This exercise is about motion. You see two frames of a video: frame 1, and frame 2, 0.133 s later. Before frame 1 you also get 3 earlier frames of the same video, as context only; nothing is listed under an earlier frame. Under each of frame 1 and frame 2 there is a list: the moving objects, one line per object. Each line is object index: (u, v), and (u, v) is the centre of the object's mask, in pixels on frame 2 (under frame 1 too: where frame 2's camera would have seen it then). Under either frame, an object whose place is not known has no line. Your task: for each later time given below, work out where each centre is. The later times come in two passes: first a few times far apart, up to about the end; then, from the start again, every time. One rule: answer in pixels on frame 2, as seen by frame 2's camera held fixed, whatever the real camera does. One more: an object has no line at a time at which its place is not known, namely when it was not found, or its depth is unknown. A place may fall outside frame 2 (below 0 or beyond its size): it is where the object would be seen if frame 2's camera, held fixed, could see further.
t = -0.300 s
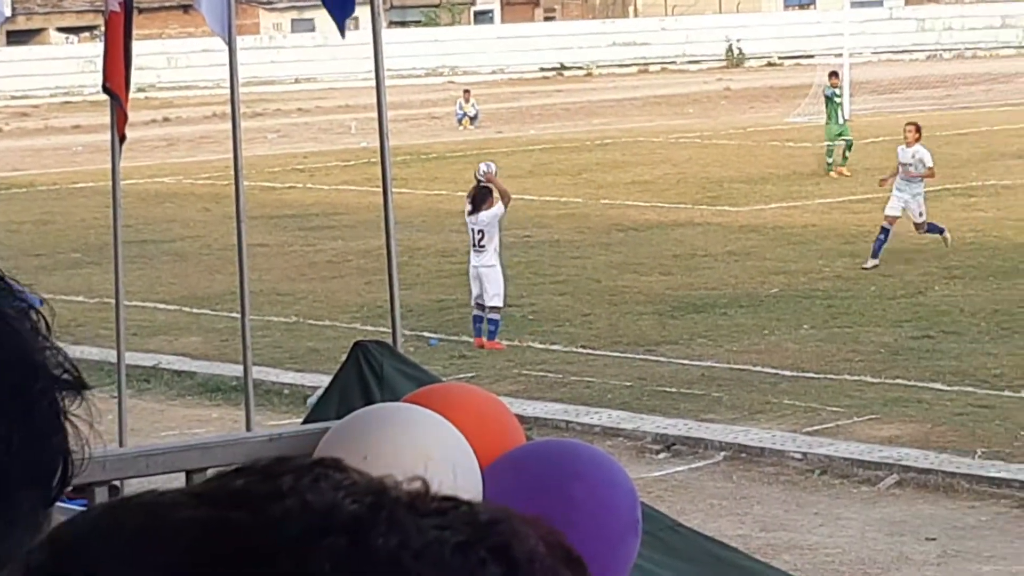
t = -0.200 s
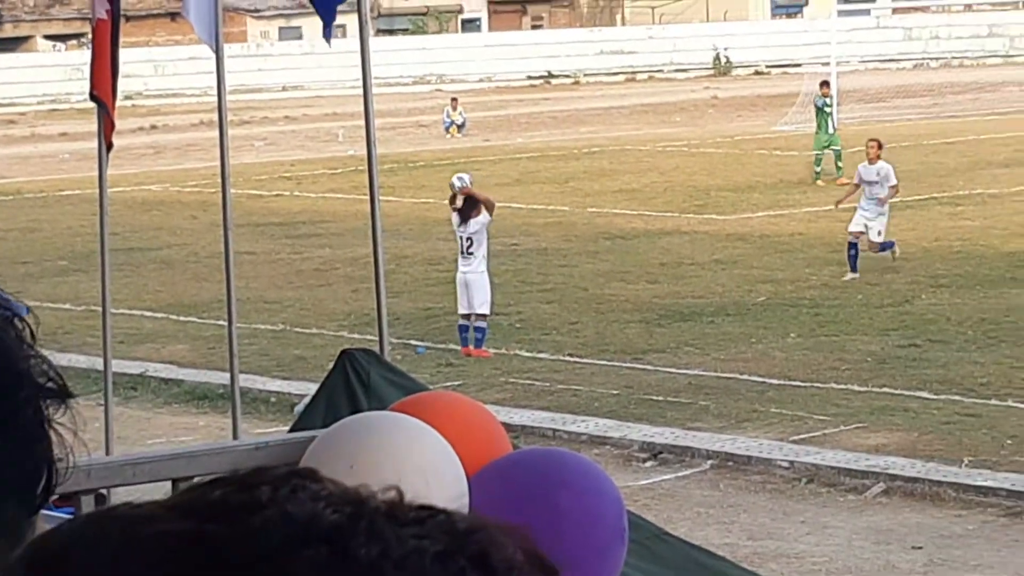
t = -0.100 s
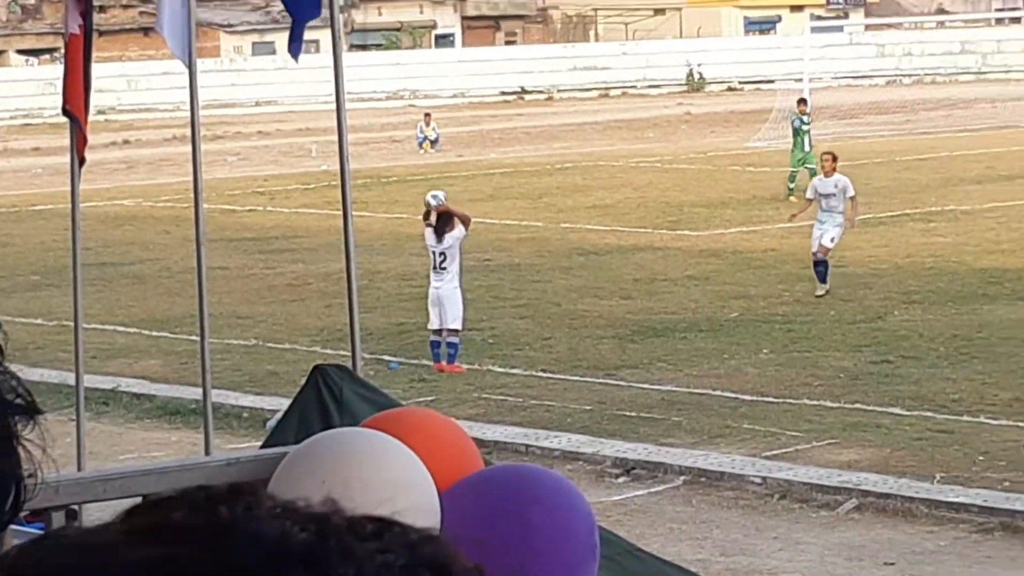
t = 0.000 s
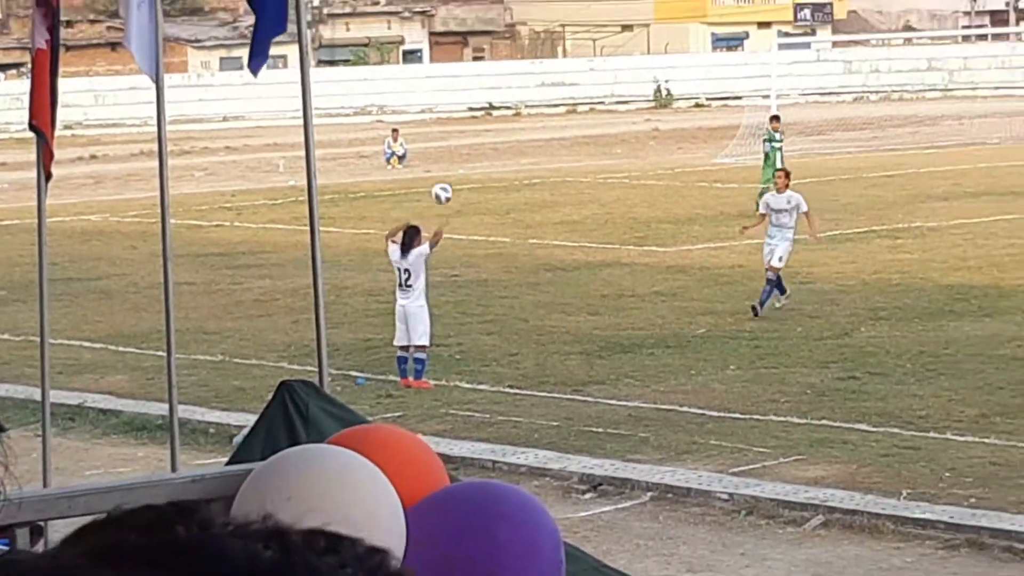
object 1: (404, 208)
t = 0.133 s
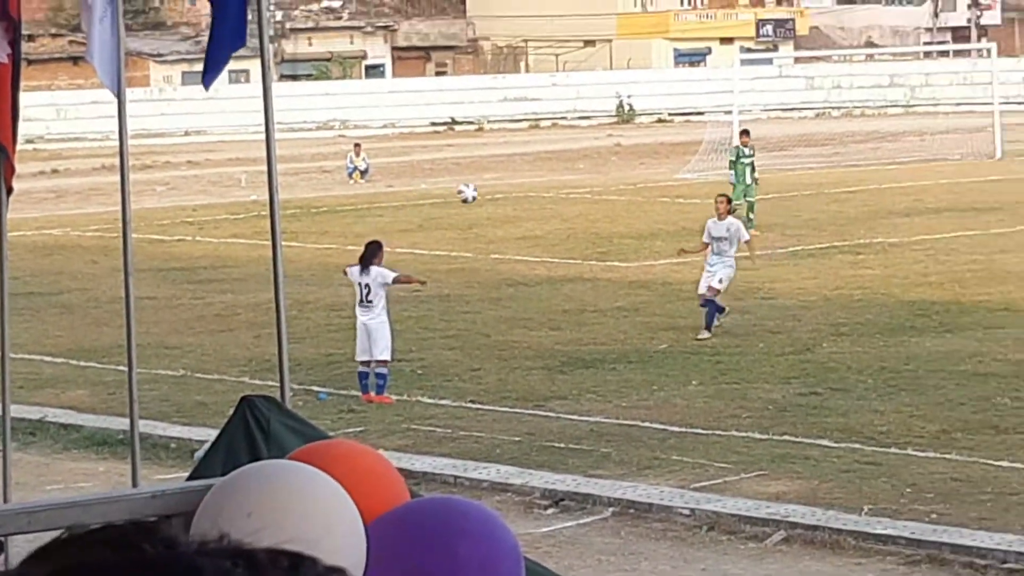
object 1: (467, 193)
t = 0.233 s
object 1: (513, 192)
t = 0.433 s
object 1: (596, 216)
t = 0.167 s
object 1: (483, 192)
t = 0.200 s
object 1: (498, 191)
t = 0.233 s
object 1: (513, 192)
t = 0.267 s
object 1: (527, 194)
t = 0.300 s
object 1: (541, 197)
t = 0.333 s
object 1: (556, 200)
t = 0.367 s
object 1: (568, 204)
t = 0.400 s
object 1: (582, 210)
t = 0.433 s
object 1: (596, 216)
